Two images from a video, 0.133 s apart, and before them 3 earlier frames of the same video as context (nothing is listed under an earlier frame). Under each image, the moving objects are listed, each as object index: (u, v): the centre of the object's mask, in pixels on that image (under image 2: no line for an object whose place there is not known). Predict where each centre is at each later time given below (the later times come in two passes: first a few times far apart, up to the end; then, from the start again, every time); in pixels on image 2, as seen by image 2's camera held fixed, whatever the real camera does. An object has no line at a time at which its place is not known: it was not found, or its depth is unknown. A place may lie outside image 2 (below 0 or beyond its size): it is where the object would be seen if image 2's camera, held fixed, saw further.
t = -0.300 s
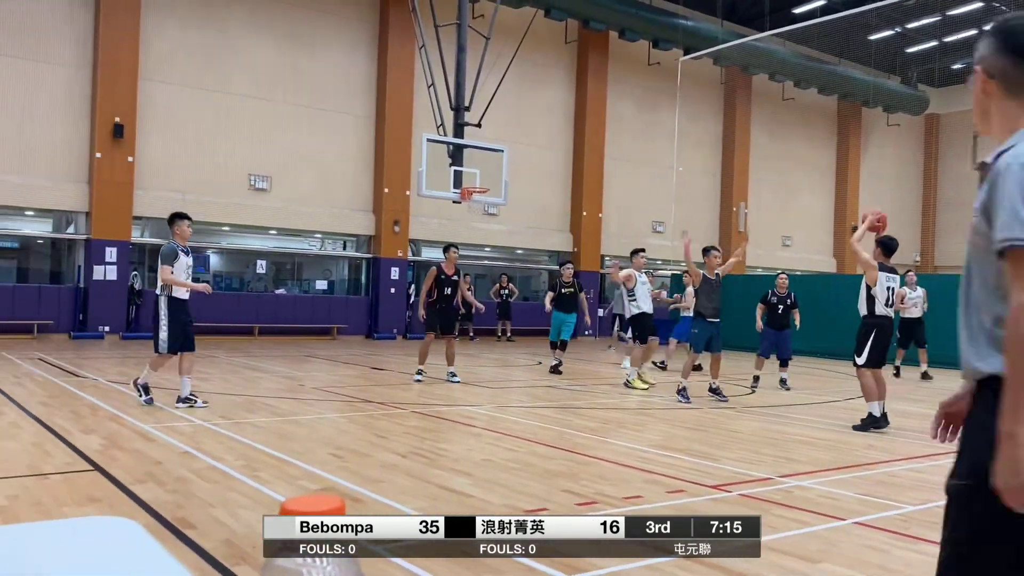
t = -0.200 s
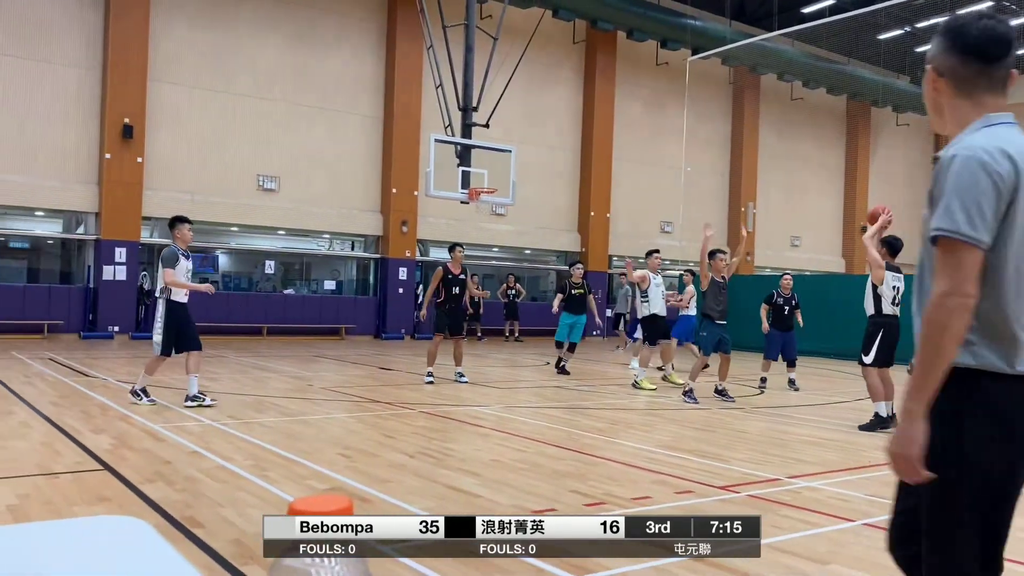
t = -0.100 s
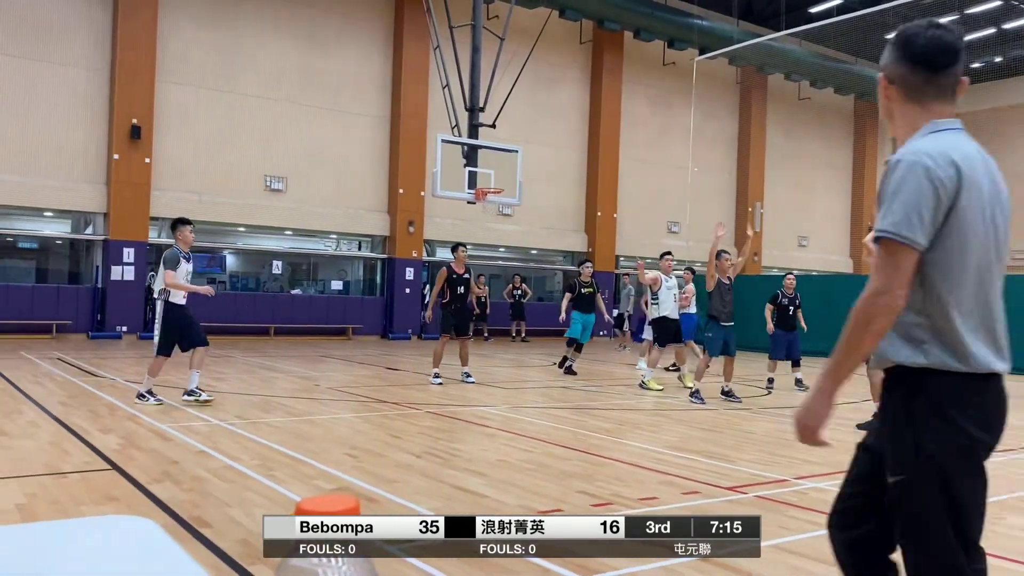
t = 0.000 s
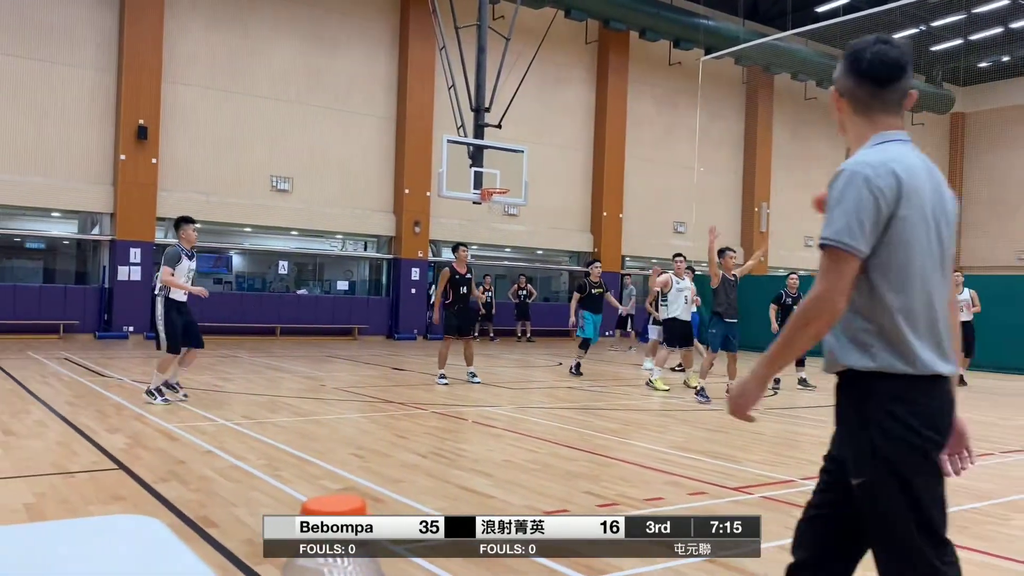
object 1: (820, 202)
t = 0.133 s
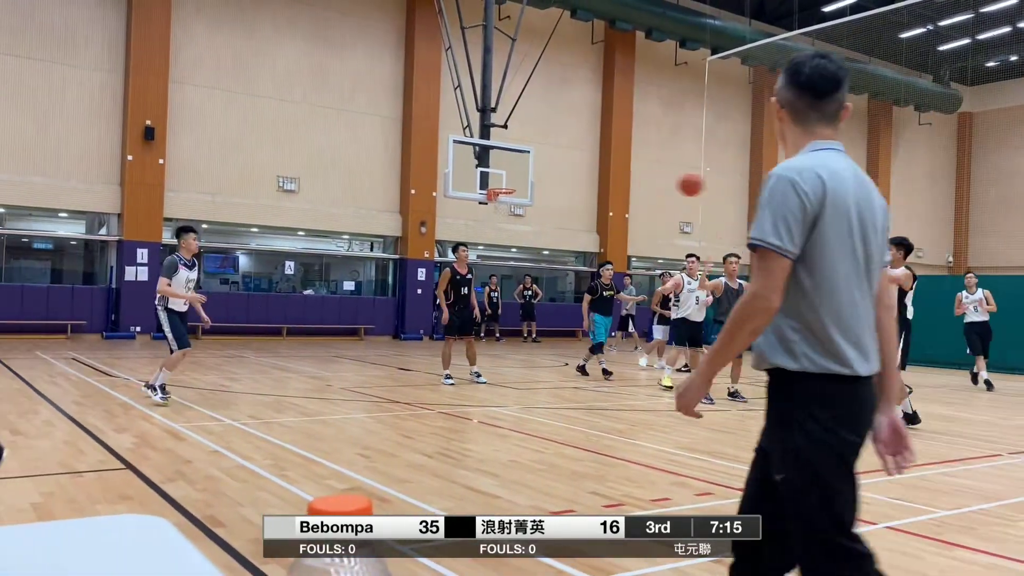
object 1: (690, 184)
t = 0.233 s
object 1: (584, 184)
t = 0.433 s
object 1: (376, 213)
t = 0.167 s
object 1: (655, 183)
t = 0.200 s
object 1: (620, 181)
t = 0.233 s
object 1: (584, 184)
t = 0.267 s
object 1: (551, 186)
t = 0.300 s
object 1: (516, 190)
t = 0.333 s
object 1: (481, 194)
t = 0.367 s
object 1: (447, 199)
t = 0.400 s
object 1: (411, 205)
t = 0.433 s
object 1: (376, 213)
